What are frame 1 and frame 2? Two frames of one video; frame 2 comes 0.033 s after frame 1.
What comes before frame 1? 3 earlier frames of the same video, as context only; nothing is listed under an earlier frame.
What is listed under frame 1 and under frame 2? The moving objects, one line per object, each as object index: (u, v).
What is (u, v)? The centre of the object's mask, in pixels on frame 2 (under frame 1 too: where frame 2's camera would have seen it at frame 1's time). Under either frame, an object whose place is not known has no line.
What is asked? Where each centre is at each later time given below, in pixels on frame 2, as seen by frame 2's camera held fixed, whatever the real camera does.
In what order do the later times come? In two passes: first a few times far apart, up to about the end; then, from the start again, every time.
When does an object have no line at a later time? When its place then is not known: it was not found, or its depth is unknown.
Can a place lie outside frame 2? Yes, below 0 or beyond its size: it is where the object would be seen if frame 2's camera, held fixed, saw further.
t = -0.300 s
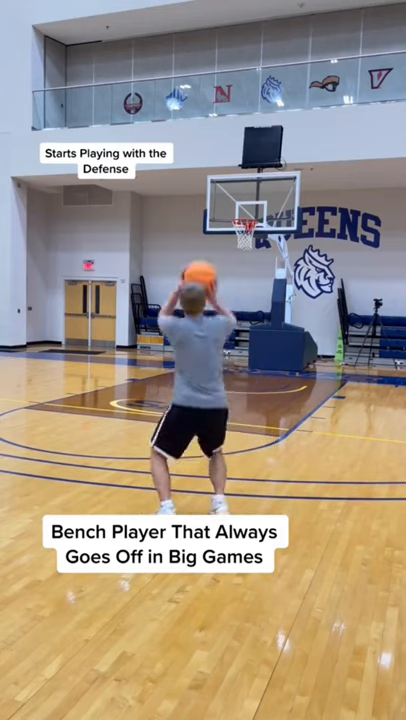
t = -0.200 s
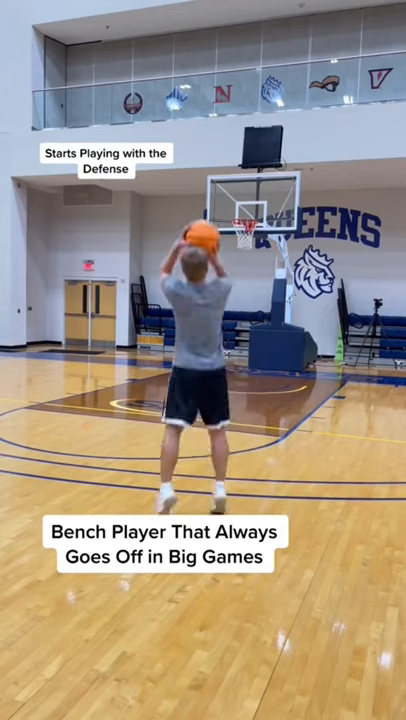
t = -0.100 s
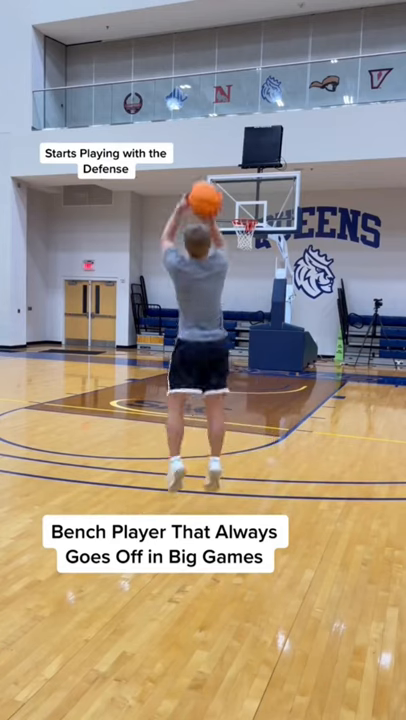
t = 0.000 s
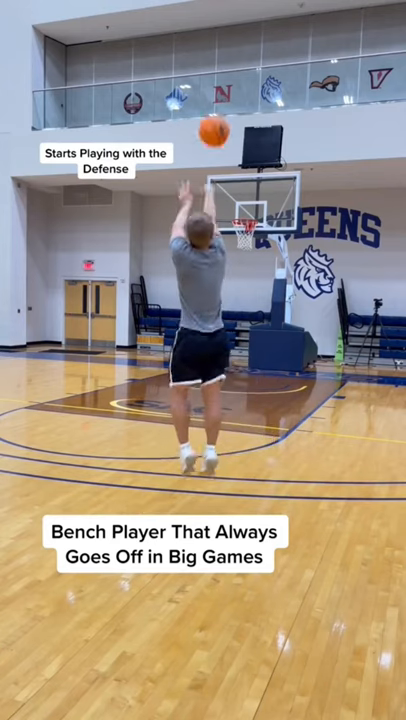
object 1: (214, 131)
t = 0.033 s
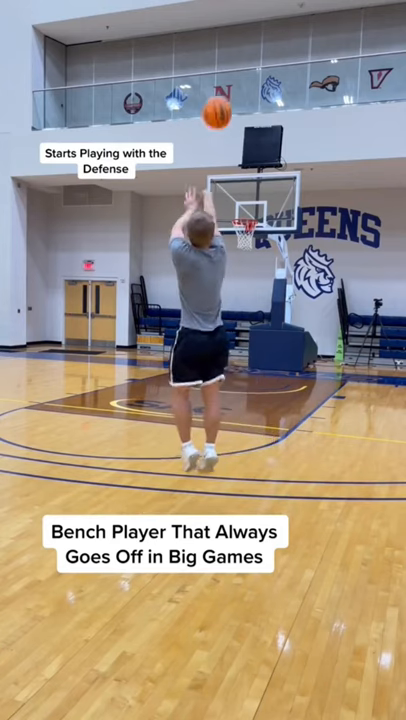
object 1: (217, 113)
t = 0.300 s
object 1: (234, 43)
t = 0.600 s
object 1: (241, 61)
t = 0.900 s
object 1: (244, 131)
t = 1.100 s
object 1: (243, 190)
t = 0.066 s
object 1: (220, 97)
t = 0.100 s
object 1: (223, 85)
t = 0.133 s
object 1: (225, 73)
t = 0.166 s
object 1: (227, 64)
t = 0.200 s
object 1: (229, 56)
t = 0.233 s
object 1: (231, 51)
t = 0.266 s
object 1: (233, 47)
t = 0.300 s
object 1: (234, 43)
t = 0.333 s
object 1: (236, 42)
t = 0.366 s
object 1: (237, 41)
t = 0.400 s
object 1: (238, 42)
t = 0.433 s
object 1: (238, 43)
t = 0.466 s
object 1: (239, 46)
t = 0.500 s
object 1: (240, 49)
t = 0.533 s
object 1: (241, 52)
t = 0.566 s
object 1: (241, 56)
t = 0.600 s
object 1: (241, 61)
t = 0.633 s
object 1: (242, 67)
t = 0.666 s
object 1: (242, 74)
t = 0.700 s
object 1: (243, 81)
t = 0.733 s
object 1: (243, 88)
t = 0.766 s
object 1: (244, 96)
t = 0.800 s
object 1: (244, 104)
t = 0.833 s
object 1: (244, 112)
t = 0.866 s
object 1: (244, 121)
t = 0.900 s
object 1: (244, 131)
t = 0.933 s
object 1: (244, 140)
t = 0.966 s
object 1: (244, 149)
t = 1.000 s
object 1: (244, 159)
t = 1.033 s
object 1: (244, 169)
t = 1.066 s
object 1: (244, 180)
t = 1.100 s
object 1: (243, 190)
